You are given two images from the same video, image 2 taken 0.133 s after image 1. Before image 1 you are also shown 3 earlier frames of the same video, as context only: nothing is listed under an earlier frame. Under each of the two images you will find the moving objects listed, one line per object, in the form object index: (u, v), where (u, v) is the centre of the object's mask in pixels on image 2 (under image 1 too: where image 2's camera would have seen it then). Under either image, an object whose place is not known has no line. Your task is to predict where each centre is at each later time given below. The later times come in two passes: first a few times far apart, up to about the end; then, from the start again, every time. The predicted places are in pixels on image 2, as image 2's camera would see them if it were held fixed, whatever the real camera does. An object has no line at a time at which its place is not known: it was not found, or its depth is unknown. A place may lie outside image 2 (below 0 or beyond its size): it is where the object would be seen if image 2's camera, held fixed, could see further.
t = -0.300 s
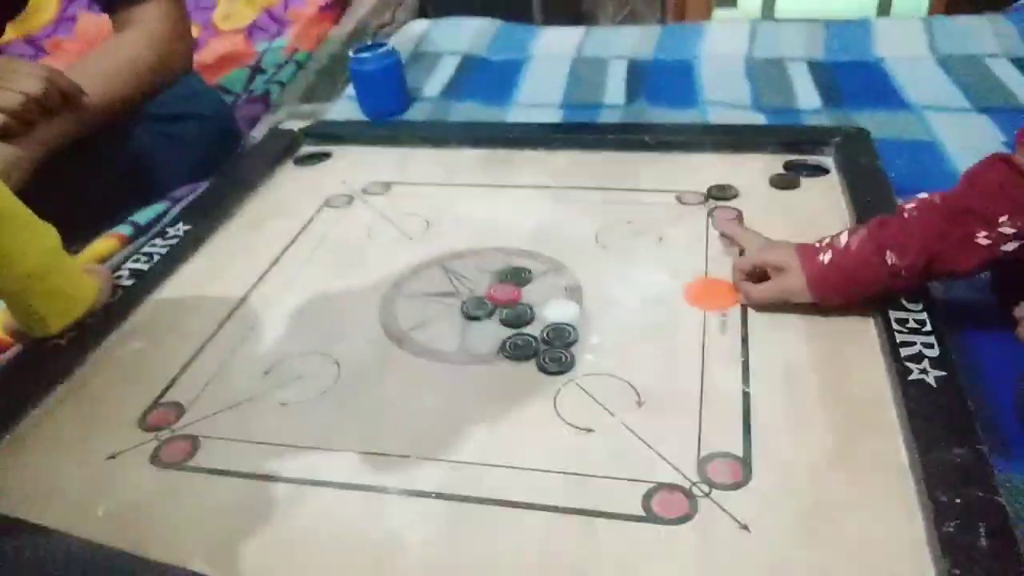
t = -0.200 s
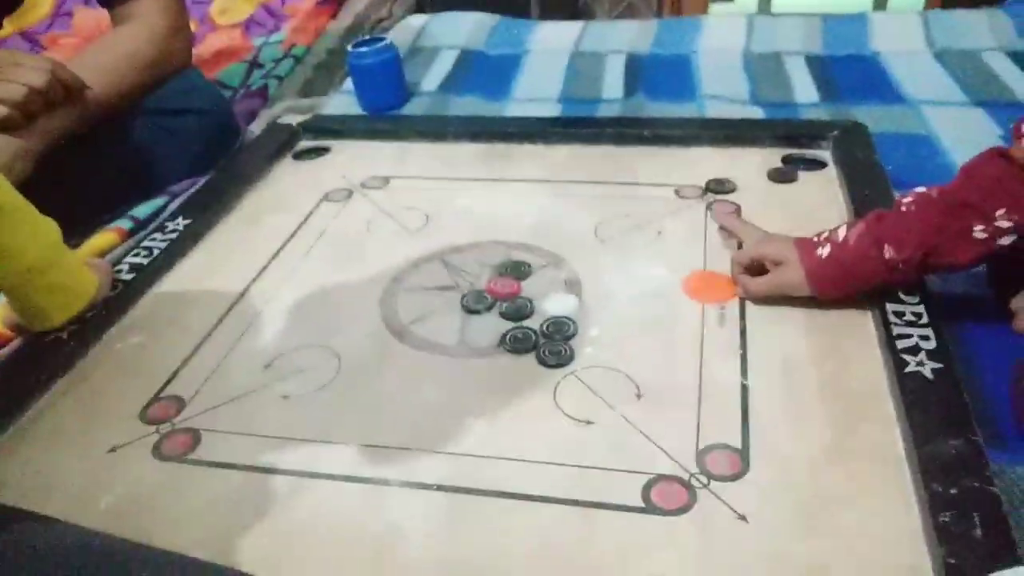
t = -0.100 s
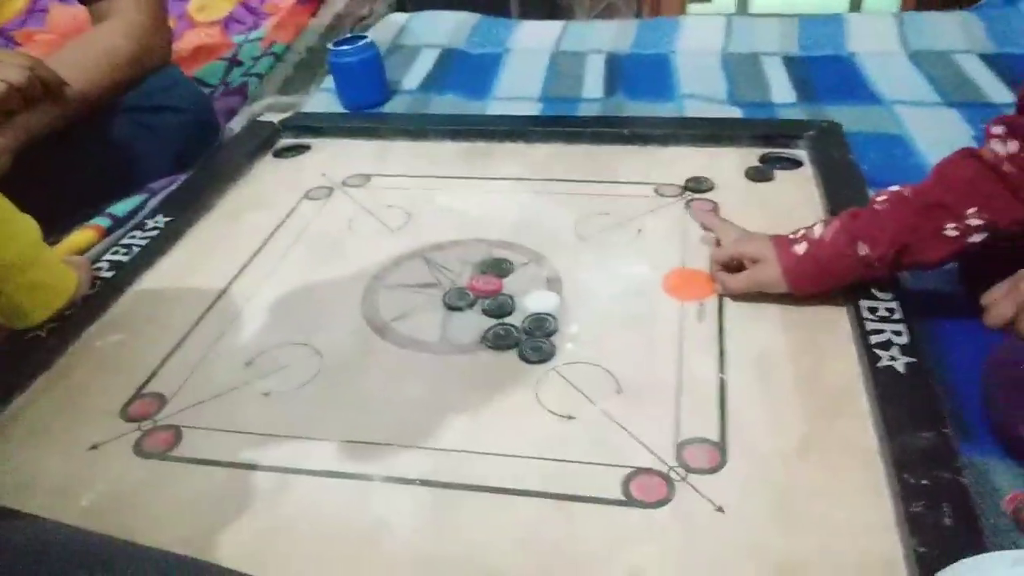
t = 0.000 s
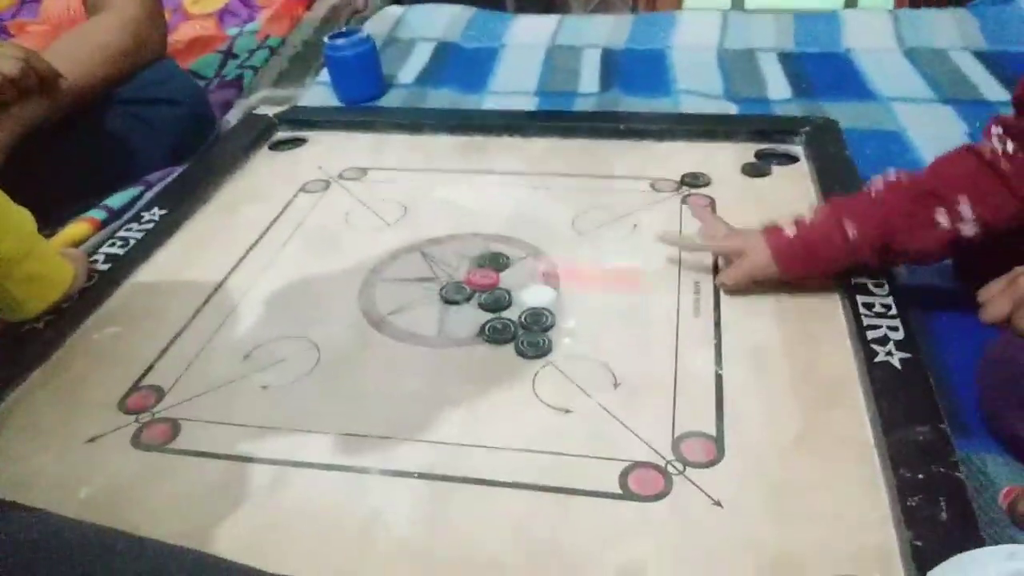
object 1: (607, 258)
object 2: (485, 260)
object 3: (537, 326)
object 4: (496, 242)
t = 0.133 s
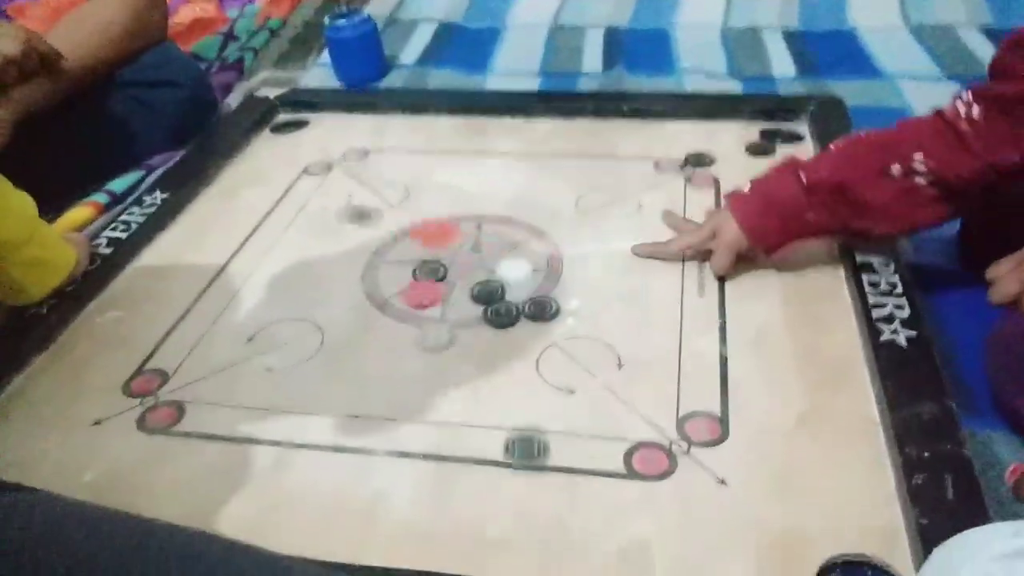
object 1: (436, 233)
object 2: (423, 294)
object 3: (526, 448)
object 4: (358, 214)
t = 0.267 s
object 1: (371, 221)
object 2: (401, 306)
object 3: (518, 524)
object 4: (257, 197)
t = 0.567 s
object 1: (348, 220)
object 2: (401, 306)
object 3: (518, 530)
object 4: (220, 191)
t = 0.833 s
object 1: (348, 220)
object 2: (400, 306)
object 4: (220, 191)
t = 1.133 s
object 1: (348, 220)
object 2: (400, 306)
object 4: (219, 191)
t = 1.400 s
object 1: (347, 219)
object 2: (399, 306)
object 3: (518, 530)
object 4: (220, 190)
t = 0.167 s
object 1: (418, 230)
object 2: (413, 300)
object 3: (523, 475)
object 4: (327, 210)
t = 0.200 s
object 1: (399, 226)
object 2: (405, 304)
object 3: (521, 497)
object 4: (300, 205)
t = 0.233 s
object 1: (385, 223)
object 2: (402, 306)
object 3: (519, 512)
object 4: (275, 200)
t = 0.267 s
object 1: (371, 221)
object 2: (401, 306)
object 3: (518, 524)
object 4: (257, 197)
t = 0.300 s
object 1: (361, 220)
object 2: (401, 306)
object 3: (518, 530)
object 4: (237, 193)
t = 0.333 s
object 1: (354, 219)
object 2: (400, 307)
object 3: (518, 530)
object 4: (224, 192)
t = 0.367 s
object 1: (351, 219)
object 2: (400, 307)
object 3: (518, 530)
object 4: (215, 190)
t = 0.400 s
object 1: (348, 219)
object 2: (400, 307)
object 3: (518, 530)
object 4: (218, 190)
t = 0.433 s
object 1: (347, 219)
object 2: (400, 306)
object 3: (518, 531)
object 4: (219, 191)
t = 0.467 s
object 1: (347, 219)
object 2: (400, 306)
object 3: (518, 531)
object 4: (220, 191)
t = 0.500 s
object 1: (347, 220)
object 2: (401, 306)
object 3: (518, 531)
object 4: (220, 190)
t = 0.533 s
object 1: (348, 220)
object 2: (400, 306)
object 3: (518, 530)
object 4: (220, 191)
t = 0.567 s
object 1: (348, 220)
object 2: (401, 306)
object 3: (518, 530)
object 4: (220, 191)
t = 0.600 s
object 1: (348, 220)
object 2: (401, 306)
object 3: (518, 531)
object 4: (220, 191)
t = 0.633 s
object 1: (347, 220)
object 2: (401, 306)
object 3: (518, 531)
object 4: (220, 191)
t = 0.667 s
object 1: (348, 220)
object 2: (401, 306)
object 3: (518, 530)
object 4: (220, 191)
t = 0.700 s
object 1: (348, 220)
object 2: (401, 306)
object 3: (518, 531)
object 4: (220, 191)
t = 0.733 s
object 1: (347, 220)
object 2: (401, 306)
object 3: (518, 531)
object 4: (220, 190)
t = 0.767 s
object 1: (348, 220)
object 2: (401, 306)
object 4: (220, 191)
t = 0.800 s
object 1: (348, 220)
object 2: (401, 306)
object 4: (220, 191)
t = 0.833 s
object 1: (348, 220)
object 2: (400, 306)
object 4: (220, 191)
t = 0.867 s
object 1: (347, 220)
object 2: (400, 306)
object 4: (220, 191)
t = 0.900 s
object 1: (348, 220)
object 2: (400, 306)
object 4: (220, 191)
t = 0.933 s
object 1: (348, 220)
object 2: (400, 306)
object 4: (220, 191)
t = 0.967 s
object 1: (348, 220)
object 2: (400, 306)
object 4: (219, 191)
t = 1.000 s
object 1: (348, 220)
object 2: (400, 307)
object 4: (220, 191)
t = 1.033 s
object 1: (348, 220)
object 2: (400, 306)
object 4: (220, 191)
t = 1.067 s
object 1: (348, 220)
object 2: (400, 307)
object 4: (220, 191)
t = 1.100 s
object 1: (348, 220)
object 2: (400, 306)
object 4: (220, 190)
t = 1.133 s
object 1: (348, 220)
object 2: (400, 306)
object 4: (219, 191)
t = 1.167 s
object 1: (347, 220)
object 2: (400, 306)
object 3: (518, 530)
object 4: (219, 190)
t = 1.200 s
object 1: (347, 220)
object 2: (400, 306)
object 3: (518, 530)
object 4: (219, 190)
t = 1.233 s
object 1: (347, 220)
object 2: (401, 306)
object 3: (518, 531)
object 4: (220, 191)
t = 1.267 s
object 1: (348, 219)
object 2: (401, 306)
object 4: (220, 190)
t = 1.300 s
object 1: (348, 220)
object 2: (400, 306)
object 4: (220, 191)
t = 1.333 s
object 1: (348, 220)
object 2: (400, 306)
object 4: (219, 189)
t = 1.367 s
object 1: (347, 220)
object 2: (399, 306)
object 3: (518, 529)
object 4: (220, 190)
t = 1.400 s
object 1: (347, 219)
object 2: (399, 306)
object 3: (518, 530)
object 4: (220, 190)
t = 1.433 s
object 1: (347, 219)
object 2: (399, 306)
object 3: (518, 531)
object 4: (219, 191)
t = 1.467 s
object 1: (348, 219)
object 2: (400, 306)
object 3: (517, 530)
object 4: (219, 191)
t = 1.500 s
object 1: (347, 220)
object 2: (400, 307)
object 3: (518, 530)
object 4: (219, 191)
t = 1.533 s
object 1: (348, 220)
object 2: (399, 307)
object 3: (518, 528)
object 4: (219, 190)
